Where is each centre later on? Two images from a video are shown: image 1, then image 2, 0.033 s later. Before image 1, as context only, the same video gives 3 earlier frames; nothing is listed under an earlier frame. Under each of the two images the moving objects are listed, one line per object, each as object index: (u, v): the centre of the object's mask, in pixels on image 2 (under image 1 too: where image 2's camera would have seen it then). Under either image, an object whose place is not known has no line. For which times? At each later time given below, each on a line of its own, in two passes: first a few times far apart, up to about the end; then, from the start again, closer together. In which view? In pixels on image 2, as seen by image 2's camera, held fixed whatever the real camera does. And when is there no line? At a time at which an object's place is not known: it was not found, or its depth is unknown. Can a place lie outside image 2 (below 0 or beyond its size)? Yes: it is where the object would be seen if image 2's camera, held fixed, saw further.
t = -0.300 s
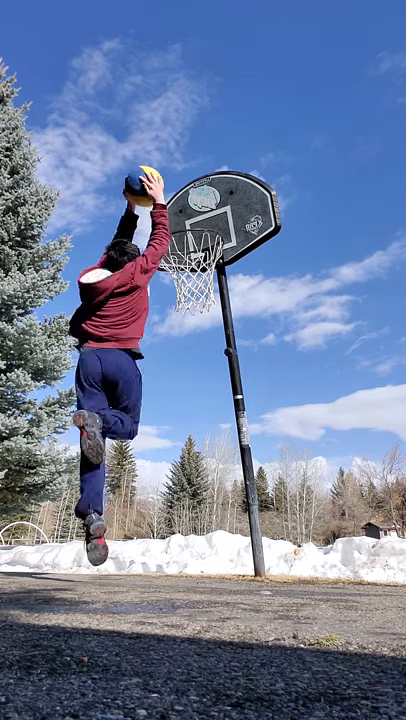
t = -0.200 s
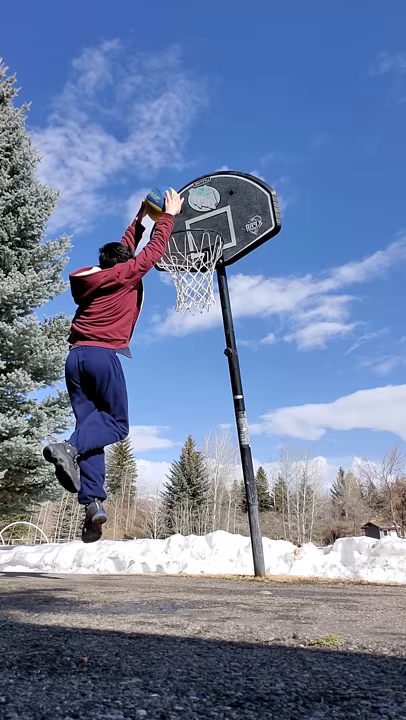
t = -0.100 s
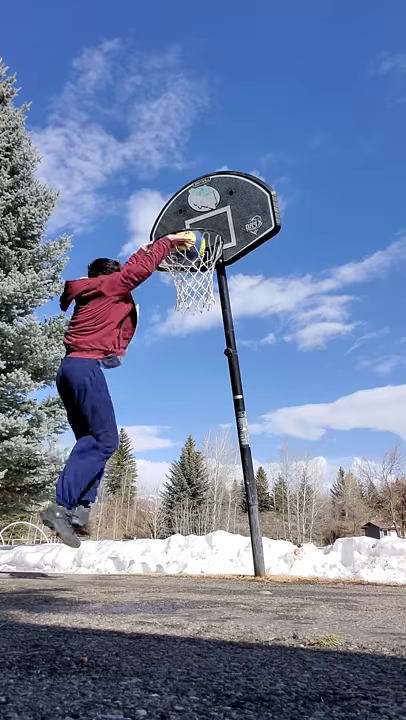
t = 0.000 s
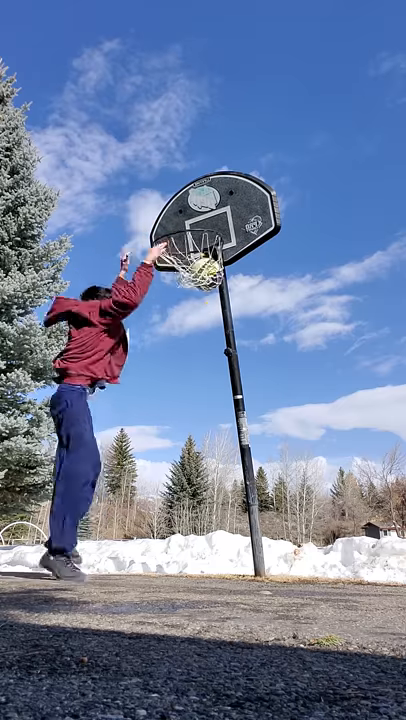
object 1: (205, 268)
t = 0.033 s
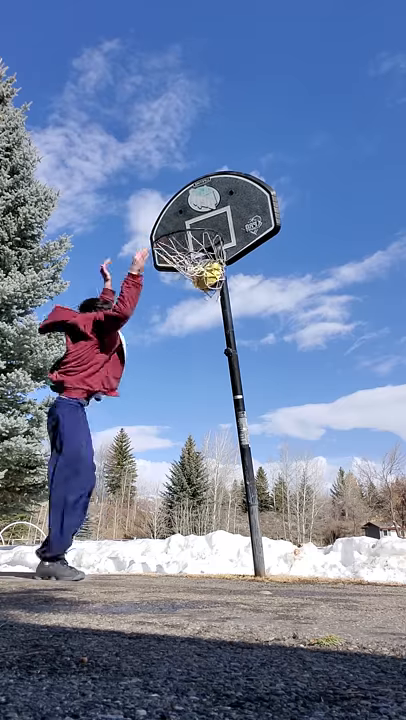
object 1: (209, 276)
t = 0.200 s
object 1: (215, 296)
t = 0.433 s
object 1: (225, 386)
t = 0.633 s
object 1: (237, 540)
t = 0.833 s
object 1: (247, 438)
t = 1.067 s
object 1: (261, 347)
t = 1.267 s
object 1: (275, 331)
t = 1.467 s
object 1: (293, 373)
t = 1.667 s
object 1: (319, 490)
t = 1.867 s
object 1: (341, 480)
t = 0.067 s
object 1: (210, 279)
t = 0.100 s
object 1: (210, 282)
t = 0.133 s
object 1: (212, 285)
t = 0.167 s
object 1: (213, 289)
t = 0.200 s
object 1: (215, 296)
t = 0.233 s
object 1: (215, 304)
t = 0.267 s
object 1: (217, 314)
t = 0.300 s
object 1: (218, 325)
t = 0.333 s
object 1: (220, 338)
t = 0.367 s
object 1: (221, 352)
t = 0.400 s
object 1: (223, 368)
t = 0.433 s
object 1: (225, 386)
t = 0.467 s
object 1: (226, 406)
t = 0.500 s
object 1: (228, 427)
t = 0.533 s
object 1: (230, 452)
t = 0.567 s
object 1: (232, 479)
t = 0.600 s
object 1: (234, 508)
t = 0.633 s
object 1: (237, 540)
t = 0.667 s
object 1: (239, 562)
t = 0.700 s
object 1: (240, 532)
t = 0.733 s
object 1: (242, 505)
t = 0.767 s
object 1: (244, 481)
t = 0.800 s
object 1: (245, 458)
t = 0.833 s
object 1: (247, 438)
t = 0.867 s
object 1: (249, 420)
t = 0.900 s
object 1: (251, 404)
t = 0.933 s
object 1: (254, 389)
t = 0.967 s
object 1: (255, 376)
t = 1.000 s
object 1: (257, 365)
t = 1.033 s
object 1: (259, 355)
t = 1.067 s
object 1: (261, 347)
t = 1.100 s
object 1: (263, 340)
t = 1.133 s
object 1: (265, 335)
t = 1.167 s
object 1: (267, 332)
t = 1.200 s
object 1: (270, 330)
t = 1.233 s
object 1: (272, 330)
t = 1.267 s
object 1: (275, 331)
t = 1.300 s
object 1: (277, 333)
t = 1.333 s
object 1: (280, 338)
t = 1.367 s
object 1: (283, 344)
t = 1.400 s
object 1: (286, 352)
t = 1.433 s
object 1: (290, 362)
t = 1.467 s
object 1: (293, 373)
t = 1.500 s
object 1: (297, 387)
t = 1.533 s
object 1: (301, 402)
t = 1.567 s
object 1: (305, 420)
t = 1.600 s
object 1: (309, 441)
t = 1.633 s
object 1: (314, 464)
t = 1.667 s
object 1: (319, 490)
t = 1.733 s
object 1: (330, 551)
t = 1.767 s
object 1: (334, 557)
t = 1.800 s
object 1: (336, 528)
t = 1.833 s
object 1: (338, 503)
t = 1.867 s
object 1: (341, 480)
